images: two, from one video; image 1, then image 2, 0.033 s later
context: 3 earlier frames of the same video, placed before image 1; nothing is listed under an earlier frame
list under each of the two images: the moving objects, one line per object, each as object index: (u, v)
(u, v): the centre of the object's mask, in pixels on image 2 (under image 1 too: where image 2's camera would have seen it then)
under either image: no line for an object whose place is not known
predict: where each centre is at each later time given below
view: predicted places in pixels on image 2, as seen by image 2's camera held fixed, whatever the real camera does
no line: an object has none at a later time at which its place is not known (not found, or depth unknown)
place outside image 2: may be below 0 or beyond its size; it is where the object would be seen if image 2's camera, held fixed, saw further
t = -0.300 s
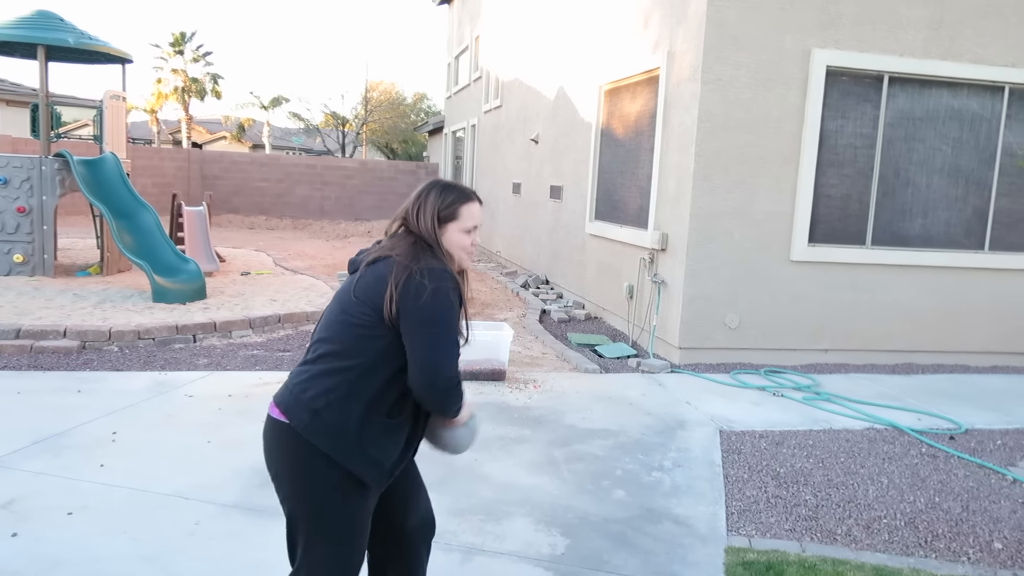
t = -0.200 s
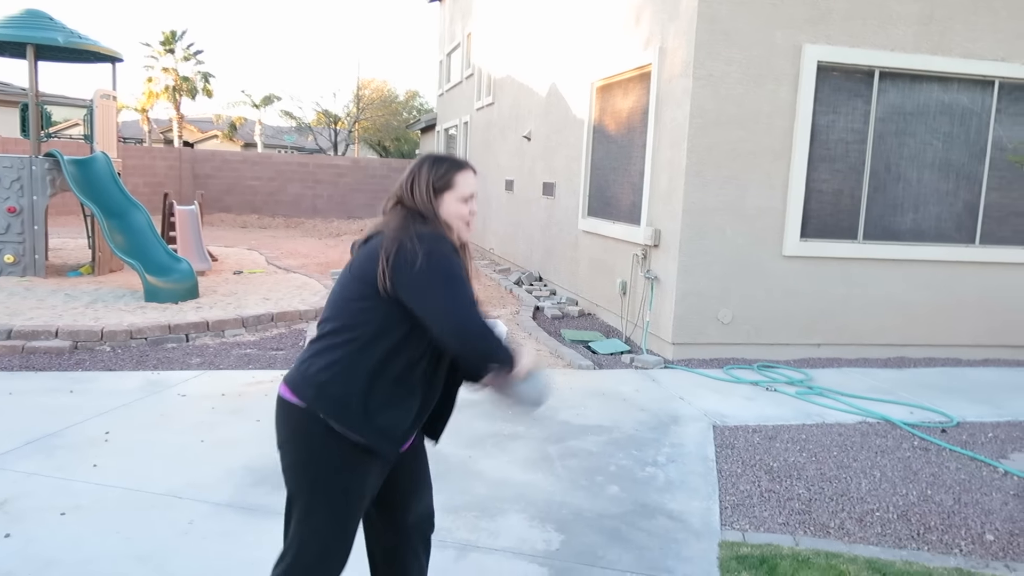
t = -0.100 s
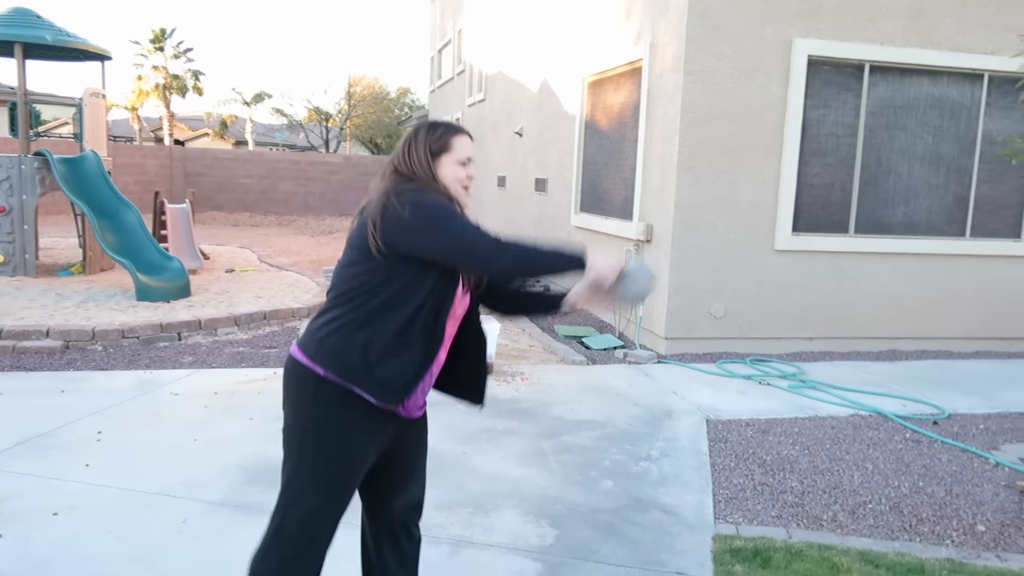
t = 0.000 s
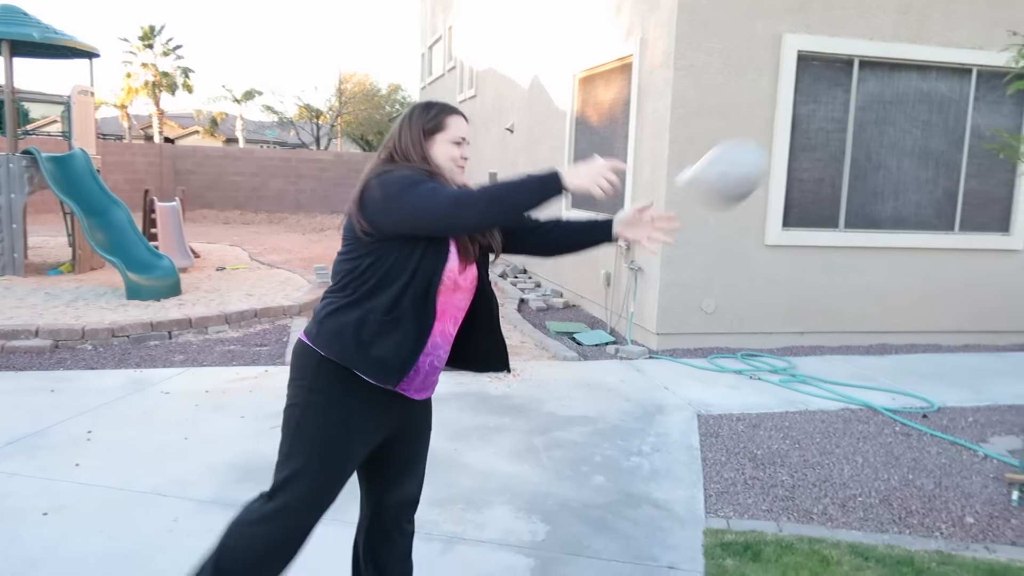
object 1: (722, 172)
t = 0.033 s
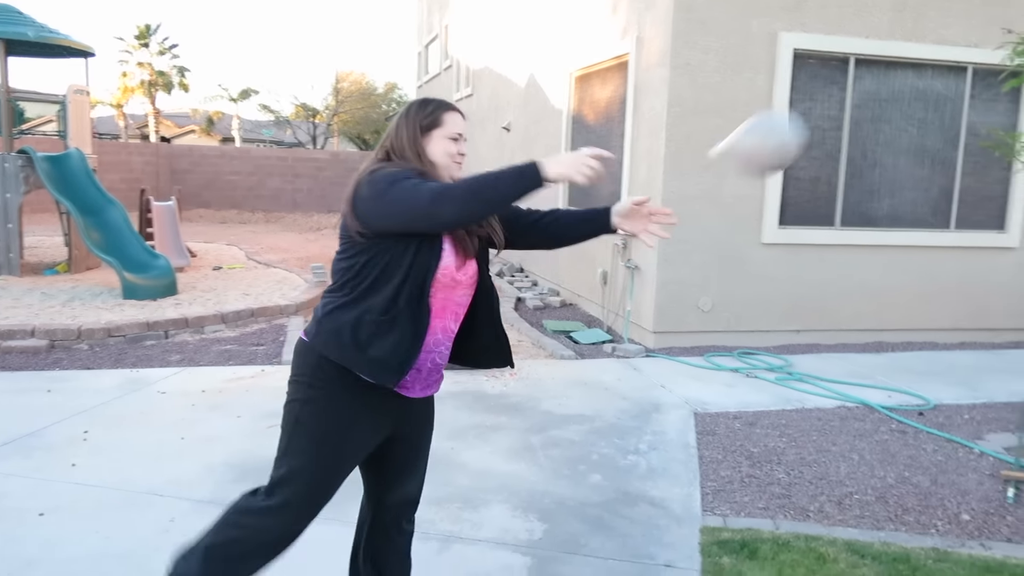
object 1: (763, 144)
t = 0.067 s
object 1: (806, 117)
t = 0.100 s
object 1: (849, 94)
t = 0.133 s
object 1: (891, 78)
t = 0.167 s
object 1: (936, 63)
